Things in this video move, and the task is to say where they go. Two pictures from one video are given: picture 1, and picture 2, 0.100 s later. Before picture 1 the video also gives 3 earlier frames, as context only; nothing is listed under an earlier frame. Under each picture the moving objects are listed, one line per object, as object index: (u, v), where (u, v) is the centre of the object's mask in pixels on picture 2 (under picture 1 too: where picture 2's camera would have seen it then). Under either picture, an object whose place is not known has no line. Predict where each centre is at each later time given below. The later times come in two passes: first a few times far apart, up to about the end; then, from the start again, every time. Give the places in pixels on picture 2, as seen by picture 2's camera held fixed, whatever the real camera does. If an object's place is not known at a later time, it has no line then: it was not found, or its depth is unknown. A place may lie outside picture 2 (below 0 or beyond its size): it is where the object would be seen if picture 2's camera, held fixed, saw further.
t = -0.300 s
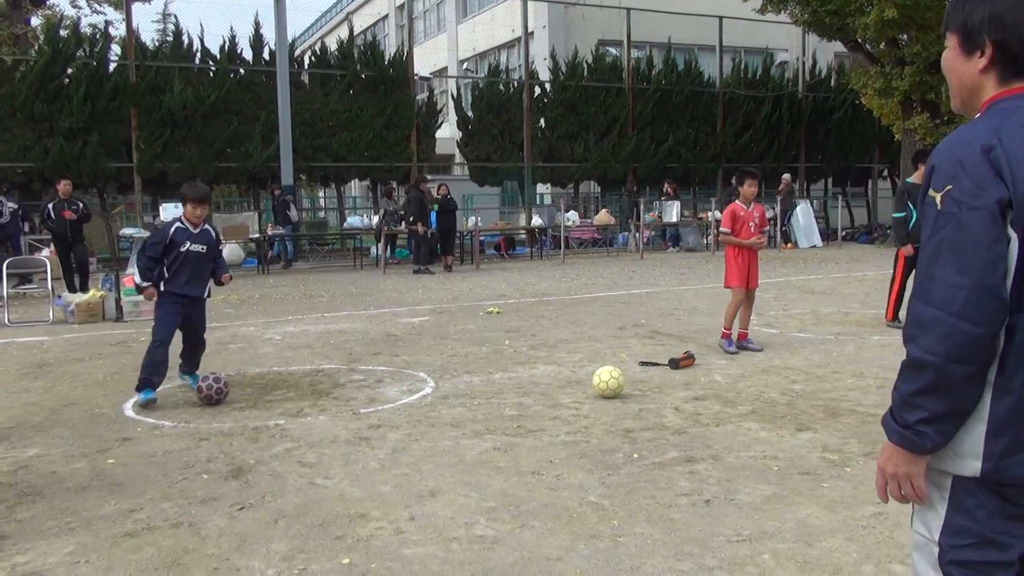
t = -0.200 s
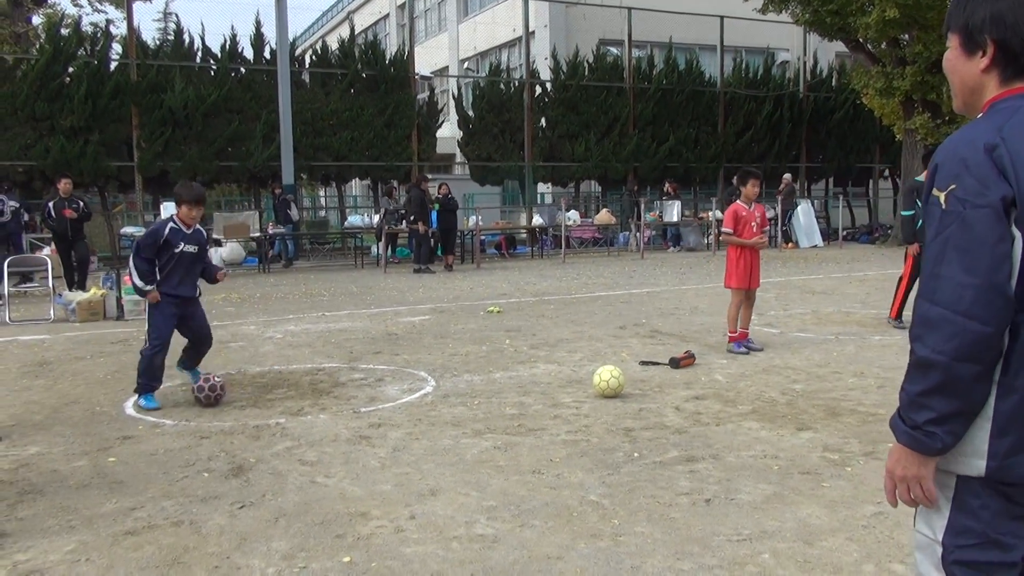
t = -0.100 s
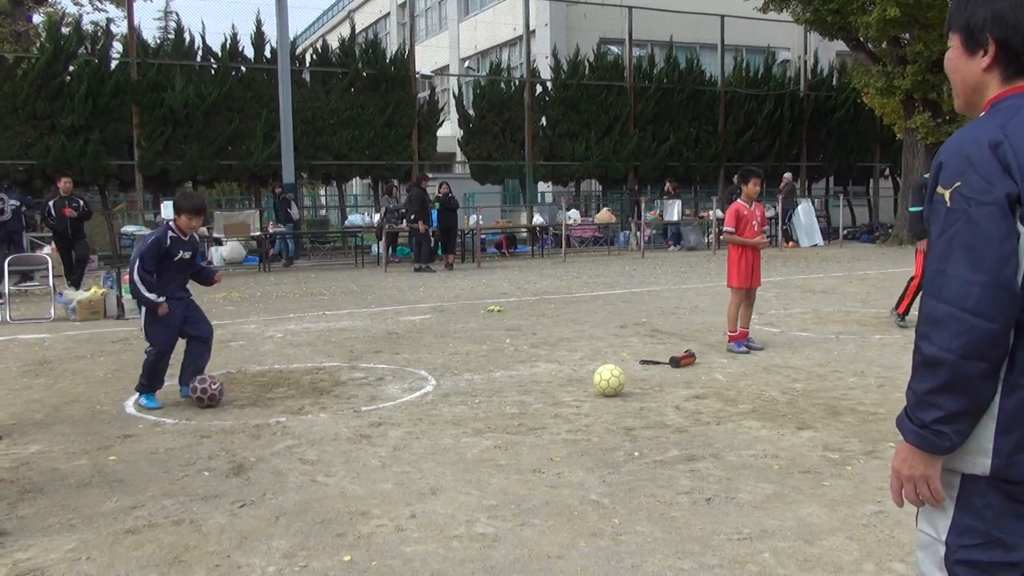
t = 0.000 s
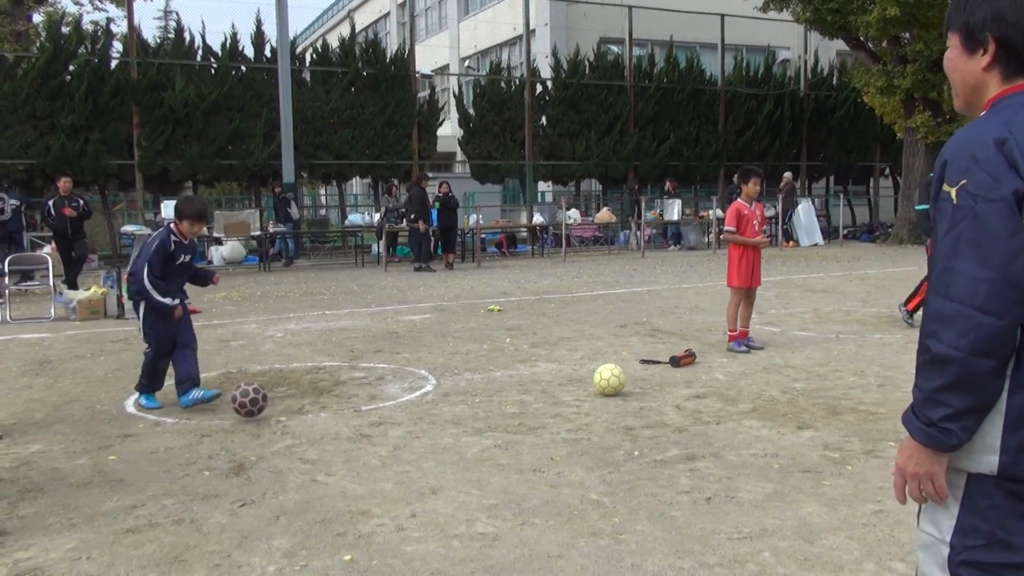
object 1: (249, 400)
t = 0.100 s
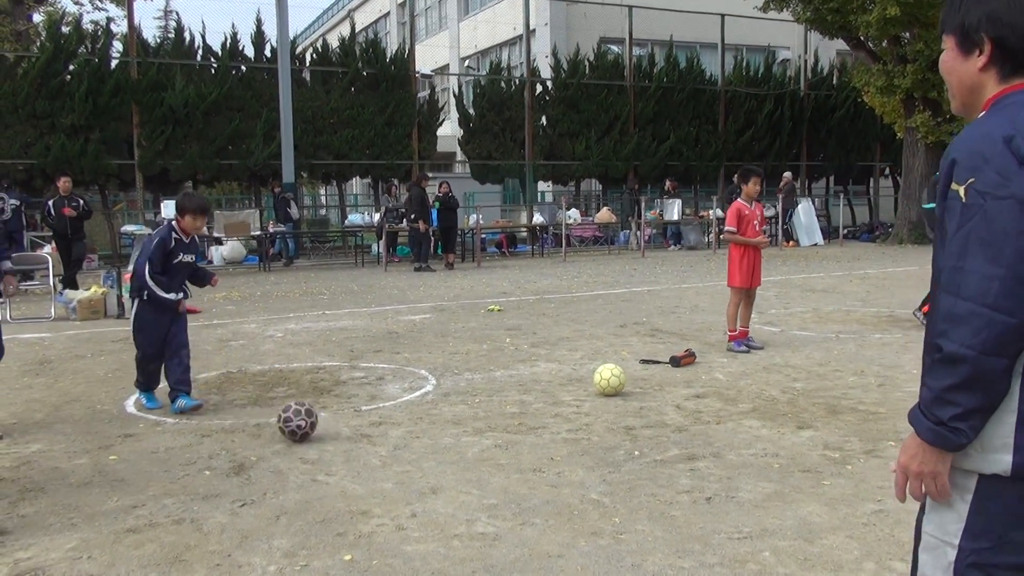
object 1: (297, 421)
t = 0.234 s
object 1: (364, 444)
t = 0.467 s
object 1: (497, 486)
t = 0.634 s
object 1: (620, 526)
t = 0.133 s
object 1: (313, 426)
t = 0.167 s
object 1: (330, 433)
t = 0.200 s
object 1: (347, 440)
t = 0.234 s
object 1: (364, 444)
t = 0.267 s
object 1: (381, 450)
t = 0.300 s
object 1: (399, 457)
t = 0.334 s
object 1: (417, 462)
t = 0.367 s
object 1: (436, 471)
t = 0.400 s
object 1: (455, 474)
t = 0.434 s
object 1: (475, 479)
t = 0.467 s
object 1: (497, 486)
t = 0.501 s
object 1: (520, 497)
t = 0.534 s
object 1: (543, 503)
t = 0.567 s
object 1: (568, 511)
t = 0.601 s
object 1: (593, 521)
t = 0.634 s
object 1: (620, 526)
